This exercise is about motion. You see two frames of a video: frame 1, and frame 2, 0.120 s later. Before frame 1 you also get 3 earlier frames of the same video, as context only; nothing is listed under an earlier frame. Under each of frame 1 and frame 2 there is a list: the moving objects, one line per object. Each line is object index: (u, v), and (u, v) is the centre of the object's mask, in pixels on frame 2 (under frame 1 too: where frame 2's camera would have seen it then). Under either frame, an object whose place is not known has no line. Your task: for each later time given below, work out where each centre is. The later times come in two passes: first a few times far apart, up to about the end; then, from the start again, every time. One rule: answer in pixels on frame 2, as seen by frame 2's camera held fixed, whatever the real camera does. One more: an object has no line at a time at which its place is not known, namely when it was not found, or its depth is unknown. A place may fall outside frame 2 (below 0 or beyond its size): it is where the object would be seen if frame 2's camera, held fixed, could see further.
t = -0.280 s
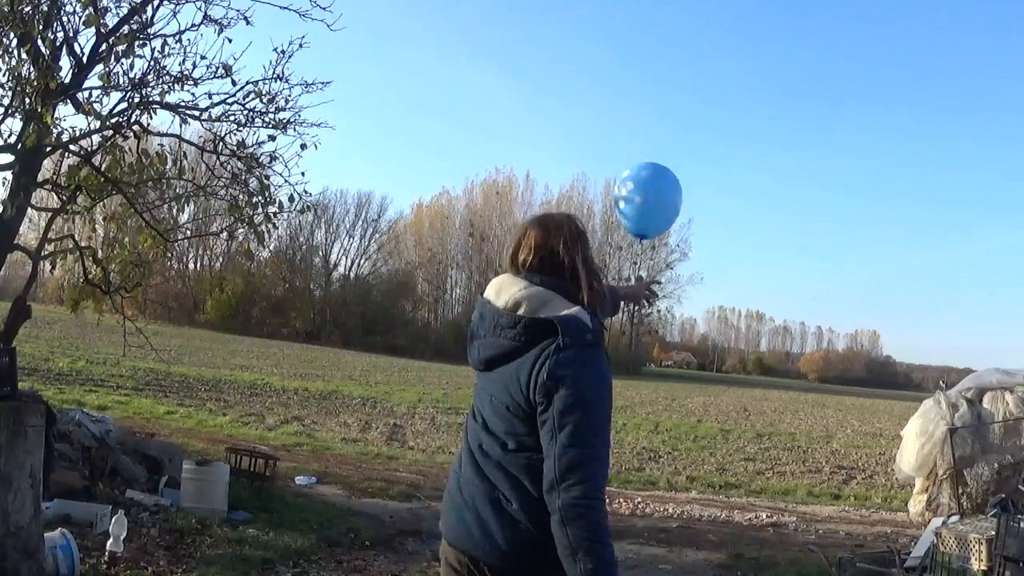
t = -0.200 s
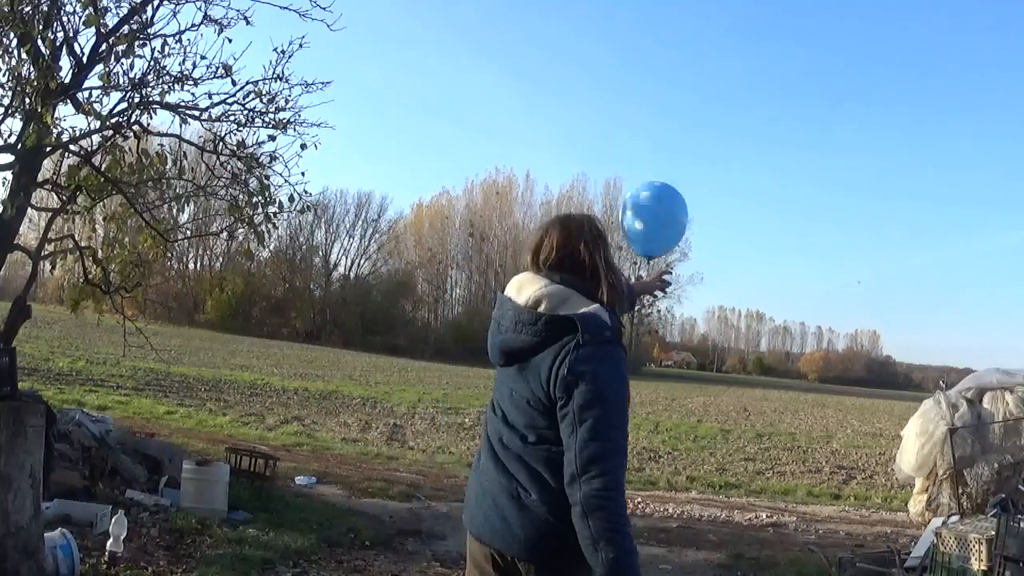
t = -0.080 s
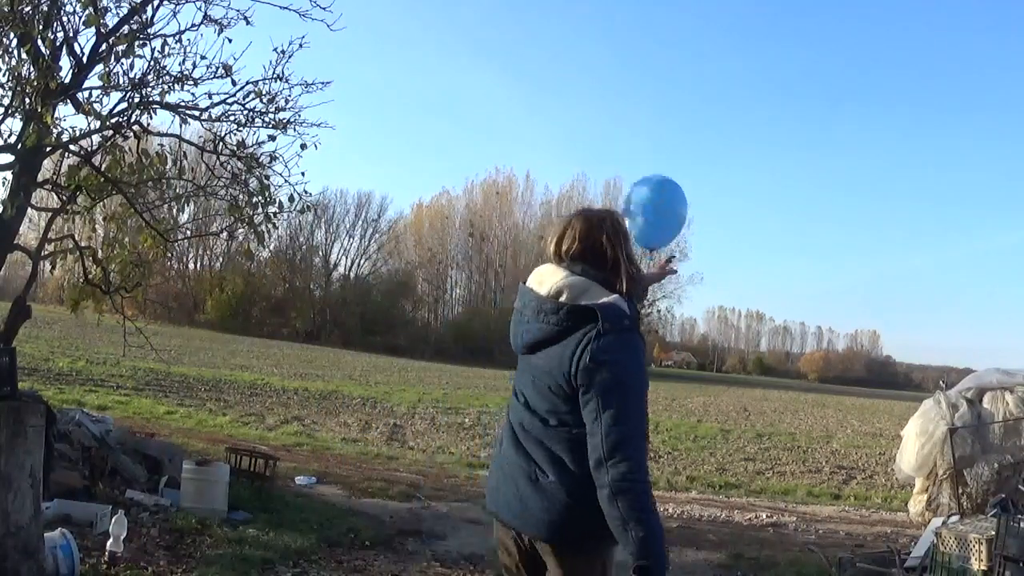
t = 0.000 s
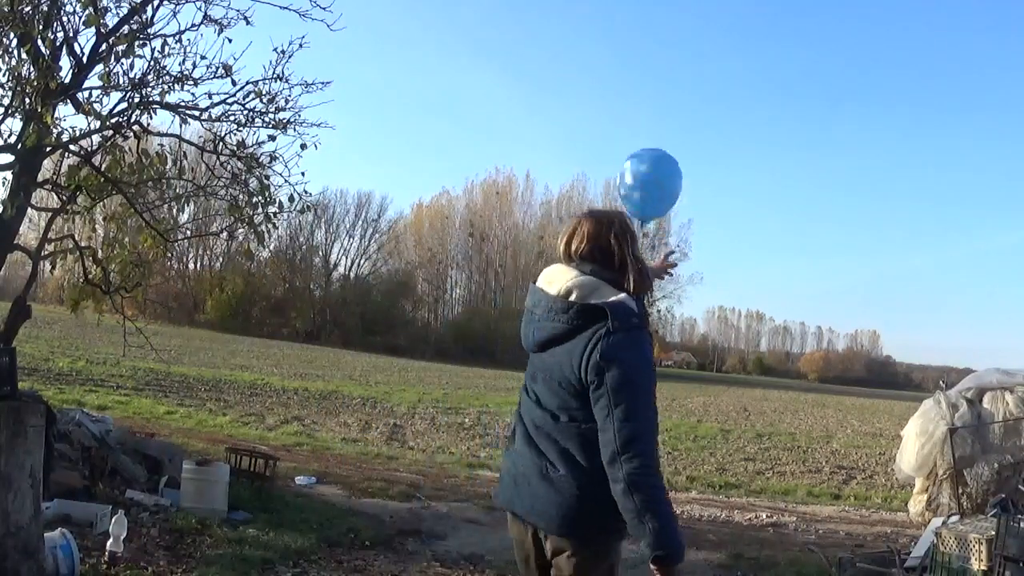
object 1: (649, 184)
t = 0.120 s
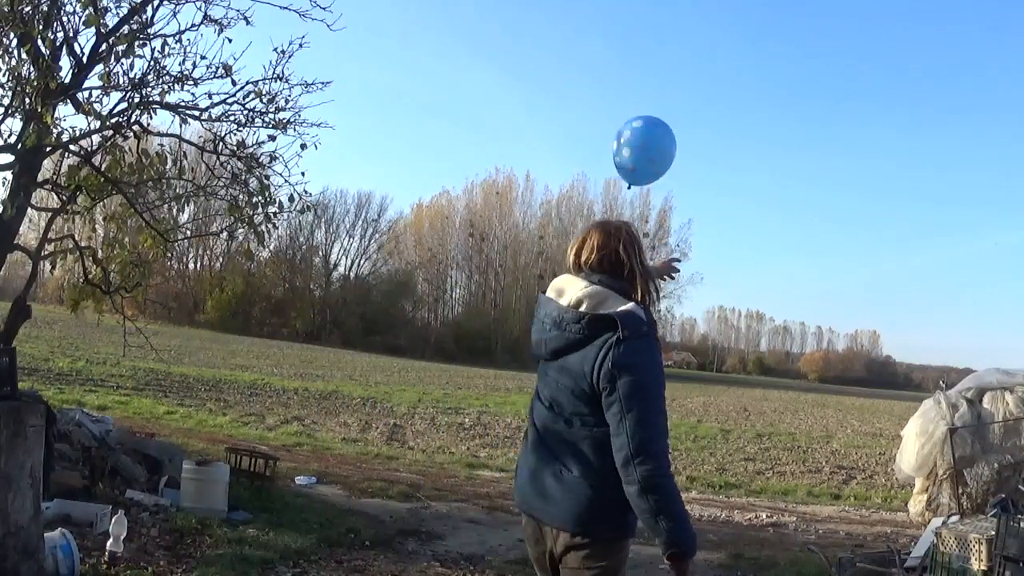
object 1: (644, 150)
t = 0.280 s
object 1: (638, 121)
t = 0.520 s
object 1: (629, 107)
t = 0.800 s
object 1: (621, 127)
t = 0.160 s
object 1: (642, 141)
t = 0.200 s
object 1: (641, 133)
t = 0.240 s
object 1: (639, 127)
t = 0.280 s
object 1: (638, 121)
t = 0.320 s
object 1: (637, 116)
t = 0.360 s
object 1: (636, 113)
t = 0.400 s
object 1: (634, 110)
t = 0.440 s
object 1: (632, 108)
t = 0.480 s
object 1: (631, 107)
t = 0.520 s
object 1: (629, 107)
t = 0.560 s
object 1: (628, 107)
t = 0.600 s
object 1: (626, 109)
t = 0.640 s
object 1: (625, 110)
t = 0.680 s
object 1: (624, 113)
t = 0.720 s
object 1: (623, 117)
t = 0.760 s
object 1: (622, 121)
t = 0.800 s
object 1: (621, 127)
